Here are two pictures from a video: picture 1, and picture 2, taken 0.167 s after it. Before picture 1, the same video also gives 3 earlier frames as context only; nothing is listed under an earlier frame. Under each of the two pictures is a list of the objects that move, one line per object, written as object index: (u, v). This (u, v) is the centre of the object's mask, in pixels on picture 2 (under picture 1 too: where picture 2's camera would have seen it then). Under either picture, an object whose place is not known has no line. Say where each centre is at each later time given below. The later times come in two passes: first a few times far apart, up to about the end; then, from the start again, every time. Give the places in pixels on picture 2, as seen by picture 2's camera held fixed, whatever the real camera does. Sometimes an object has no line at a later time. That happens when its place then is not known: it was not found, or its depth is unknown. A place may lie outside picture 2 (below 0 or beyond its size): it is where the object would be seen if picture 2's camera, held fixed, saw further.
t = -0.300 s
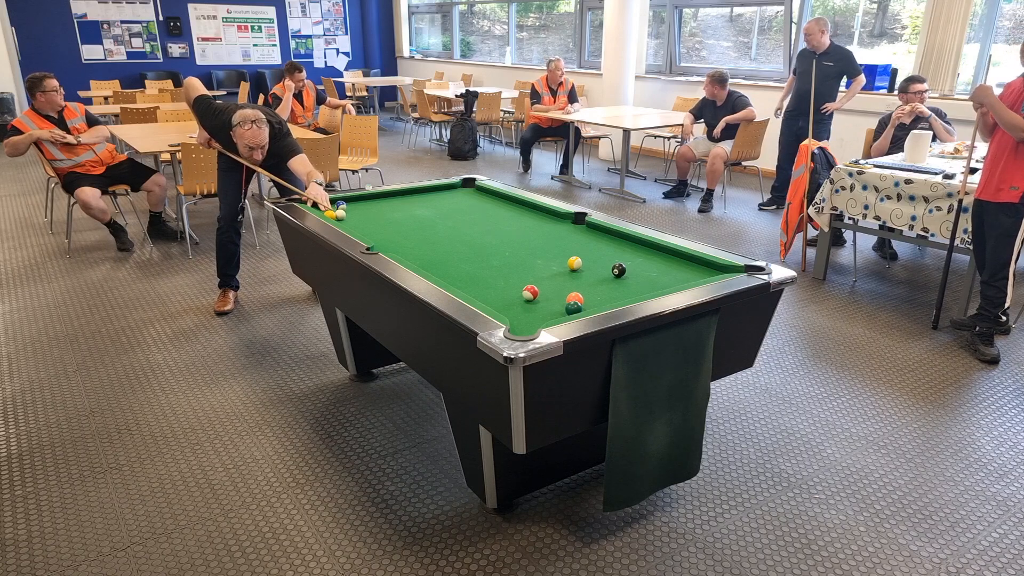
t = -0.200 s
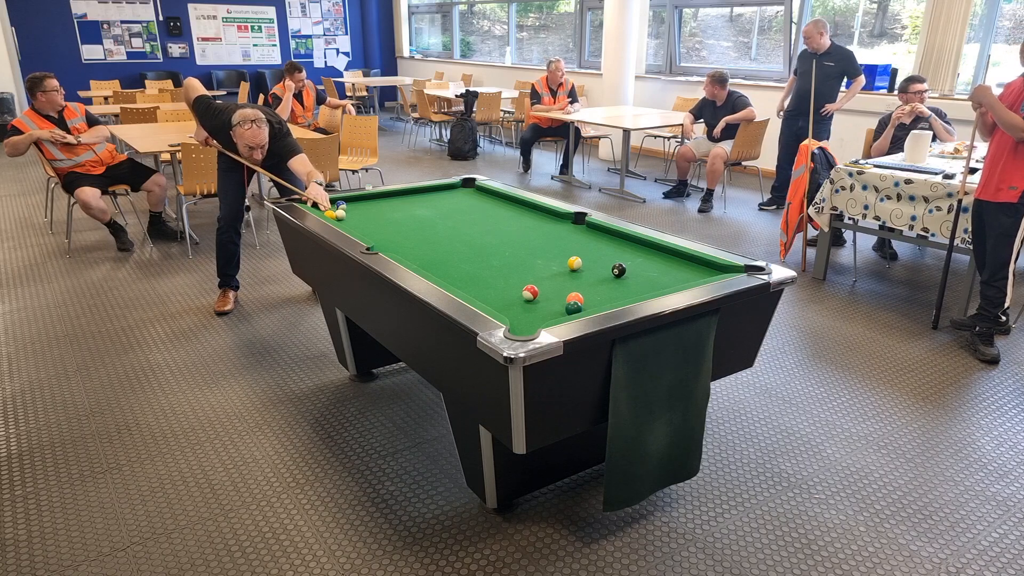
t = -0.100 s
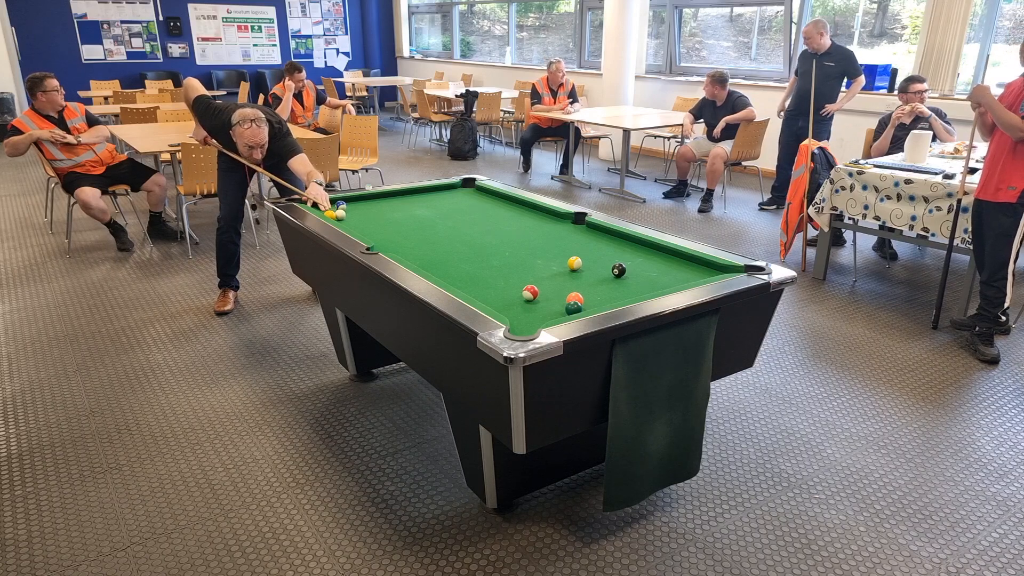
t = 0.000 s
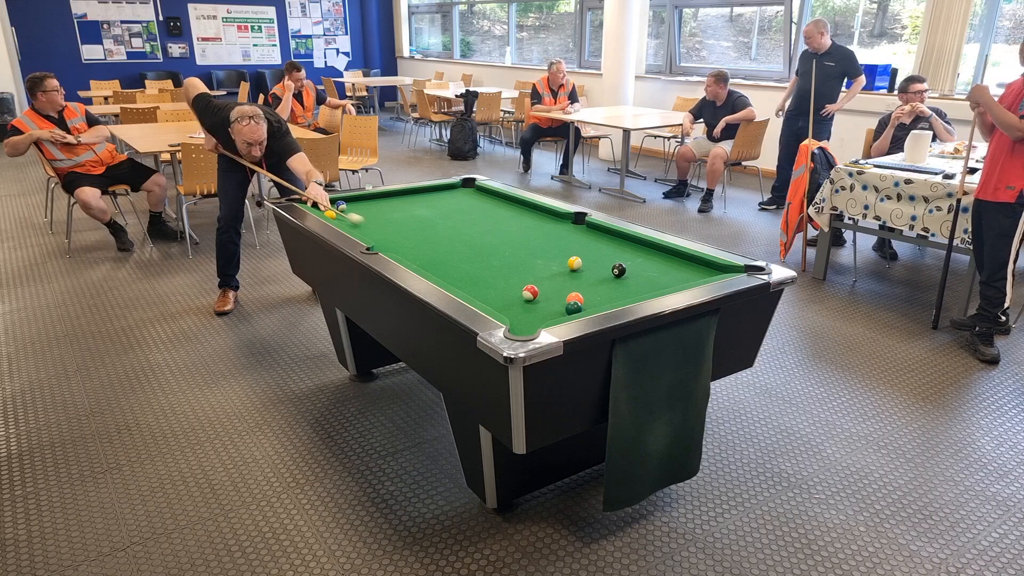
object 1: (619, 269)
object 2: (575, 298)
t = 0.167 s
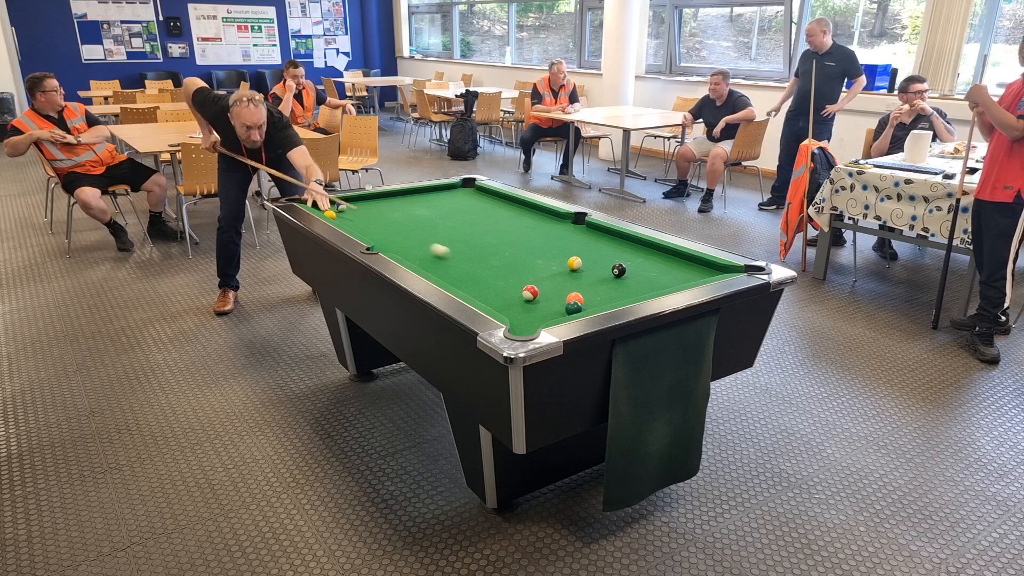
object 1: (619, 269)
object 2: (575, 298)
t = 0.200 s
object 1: (619, 269)
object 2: (575, 298)
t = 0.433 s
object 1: (619, 269)
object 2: (596, 302)
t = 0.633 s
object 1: (619, 269)
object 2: (597, 289)
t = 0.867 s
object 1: (619, 269)
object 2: (604, 277)
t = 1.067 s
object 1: (624, 268)
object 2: (603, 269)
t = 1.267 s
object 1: (634, 266)
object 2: (596, 264)
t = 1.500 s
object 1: (644, 264)
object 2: (588, 258)
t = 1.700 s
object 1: (652, 263)
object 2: (582, 253)
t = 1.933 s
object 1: (661, 261)
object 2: (576, 248)
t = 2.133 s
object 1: (666, 260)
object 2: (571, 245)
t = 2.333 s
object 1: (672, 259)
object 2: (567, 242)
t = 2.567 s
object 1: (676, 258)
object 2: (563, 238)
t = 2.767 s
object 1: (679, 258)
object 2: (560, 236)
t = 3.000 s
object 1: (682, 257)
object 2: (557, 234)
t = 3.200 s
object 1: (683, 257)
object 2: (555, 232)
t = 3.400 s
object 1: (684, 257)
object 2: (553, 230)
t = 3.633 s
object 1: (684, 257)
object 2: (552, 229)
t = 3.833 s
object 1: (684, 257)
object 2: (550, 228)
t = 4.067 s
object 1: (684, 257)
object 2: (549, 227)
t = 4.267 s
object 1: (684, 257)
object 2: (549, 226)
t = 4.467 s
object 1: (684, 257)
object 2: (548, 226)
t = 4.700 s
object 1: (684, 257)
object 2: (548, 226)
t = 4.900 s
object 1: (684, 257)
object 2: (548, 226)
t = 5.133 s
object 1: (684, 257)
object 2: (548, 226)
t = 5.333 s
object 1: (684, 257)
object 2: (548, 226)
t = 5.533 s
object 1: (684, 257)
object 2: (548, 226)
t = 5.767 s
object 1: (684, 257)
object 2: (548, 226)
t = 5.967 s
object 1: (684, 257)
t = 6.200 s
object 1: (684, 257)
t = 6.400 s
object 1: (684, 257)
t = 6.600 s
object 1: (684, 257)
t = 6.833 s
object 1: (684, 257)
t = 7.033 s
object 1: (684, 257)
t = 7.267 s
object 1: (684, 257)
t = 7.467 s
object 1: (684, 257)
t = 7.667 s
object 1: (684, 257)
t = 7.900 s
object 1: (684, 257)
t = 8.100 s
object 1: (684, 257)
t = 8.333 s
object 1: (684, 257)
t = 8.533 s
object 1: (684, 257)
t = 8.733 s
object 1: (684, 257)
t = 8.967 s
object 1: (684, 257)
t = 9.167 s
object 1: (684, 257)
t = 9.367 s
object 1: (684, 257)
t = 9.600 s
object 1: (684, 257)
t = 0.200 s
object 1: (619, 269)
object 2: (575, 298)
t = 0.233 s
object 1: (619, 269)
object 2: (575, 298)
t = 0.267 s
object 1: (619, 269)
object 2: (575, 298)
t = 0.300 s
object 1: (619, 269)
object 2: (575, 298)
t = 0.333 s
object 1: (619, 269)
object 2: (575, 298)
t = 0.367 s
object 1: (619, 269)
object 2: (575, 298)
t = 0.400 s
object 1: (619, 269)
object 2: (588, 303)
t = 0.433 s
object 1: (619, 269)
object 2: (596, 302)
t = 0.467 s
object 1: (619, 269)
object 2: (590, 299)
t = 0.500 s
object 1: (619, 269)
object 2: (590, 296)
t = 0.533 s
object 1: (619, 269)
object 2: (593, 295)
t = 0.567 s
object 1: (619, 269)
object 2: (594, 293)
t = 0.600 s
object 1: (619, 269)
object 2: (595, 291)
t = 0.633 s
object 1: (619, 269)
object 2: (597, 289)
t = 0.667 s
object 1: (619, 269)
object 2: (598, 288)
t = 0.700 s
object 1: (619, 269)
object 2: (599, 286)
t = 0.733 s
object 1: (619, 269)
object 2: (600, 284)
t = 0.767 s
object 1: (619, 269)
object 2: (601, 282)
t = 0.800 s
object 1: (619, 269)
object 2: (602, 281)
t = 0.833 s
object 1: (619, 269)
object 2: (603, 279)
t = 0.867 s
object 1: (619, 269)
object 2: (604, 277)
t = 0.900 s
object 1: (619, 269)
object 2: (605, 276)
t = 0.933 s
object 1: (619, 269)
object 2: (606, 274)
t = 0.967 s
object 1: (619, 269)
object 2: (607, 273)
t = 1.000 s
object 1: (620, 269)
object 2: (606, 271)
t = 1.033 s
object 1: (622, 269)
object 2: (604, 270)
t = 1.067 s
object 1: (624, 268)
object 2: (603, 269)
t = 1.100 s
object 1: (626, 268)
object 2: (602, 268)
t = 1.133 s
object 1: (627, 268)
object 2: (601, 267)
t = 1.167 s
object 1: (629, 267)
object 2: (599, 266)
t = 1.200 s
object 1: (631, 267)
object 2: (598, 265)
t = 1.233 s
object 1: (632, 267)
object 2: (597, 265)
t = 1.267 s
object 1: (634, 266)
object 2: (596, 264)
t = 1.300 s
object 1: (636, 266)
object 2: (595, 263)
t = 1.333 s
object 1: (637, 266)
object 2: (593, 262)
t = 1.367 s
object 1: (639, 265)
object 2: (592, 261)
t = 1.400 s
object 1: (640, 265)
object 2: (591, 260)
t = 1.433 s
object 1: (642, 265)
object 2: (590, 259)
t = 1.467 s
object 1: (643, 265)
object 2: (589, 258)
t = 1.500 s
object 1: (644, 264)
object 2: (588, 258)
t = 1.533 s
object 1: (646, 264)
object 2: (587, 257)
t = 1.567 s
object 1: (647, 264)
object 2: (586, 256)
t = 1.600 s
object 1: (649, 263)
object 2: (585, 255)
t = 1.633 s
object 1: (650, 263)
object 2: (584, 254)
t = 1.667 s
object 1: (651, 263)
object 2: (583, 253)
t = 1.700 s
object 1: (652, 263)
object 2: (582, 253)
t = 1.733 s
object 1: (653, 263)
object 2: (581, 252)
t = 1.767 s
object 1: (655, 262)
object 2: (580, 251)
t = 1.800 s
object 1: (656, 262)
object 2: (579, 251)
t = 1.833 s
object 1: (657, 262)
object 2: (578, 250)
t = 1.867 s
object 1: (658, 262)
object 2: (577, 250)
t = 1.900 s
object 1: (659, 262)
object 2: (577, 249)
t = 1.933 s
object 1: (661, 261)
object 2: (576, 248)
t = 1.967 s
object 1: (661, 261)
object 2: (575, 248)
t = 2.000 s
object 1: (662, 261)
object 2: (574, 247)
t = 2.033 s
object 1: (664, 261)
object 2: (573, 247)
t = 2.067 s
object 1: (665, 260)
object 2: (573, 246)
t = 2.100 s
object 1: (666, 260)
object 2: (572, 246)
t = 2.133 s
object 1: (666, 260)
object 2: (571, 245)
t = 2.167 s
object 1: (667, 260)
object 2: (570, 244)
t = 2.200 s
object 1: (668, 260)
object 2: (570, 244)
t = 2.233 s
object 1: (669, 260)
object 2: (569, 243)
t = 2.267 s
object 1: (670, 259)
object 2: (568, 243)
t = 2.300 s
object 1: (671, 259)
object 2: (567, 242)
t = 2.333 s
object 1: (672, 259)
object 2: (567, 242)
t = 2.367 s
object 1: (672, 259)
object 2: (566, 241)
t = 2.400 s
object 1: (673, 259)
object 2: (566, 241)
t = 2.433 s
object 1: (673, 259)
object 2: (565, 240)
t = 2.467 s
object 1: (674, 259)
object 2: (564, 240)
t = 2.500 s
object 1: (675, 258)
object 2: (564, 239)
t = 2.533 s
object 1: (675, 258)
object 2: (563, 239)
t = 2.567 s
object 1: (676, 258)
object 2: (563, 238)
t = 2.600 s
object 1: (677, 258)
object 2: (562, 238)
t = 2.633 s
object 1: (677, 258)
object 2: (562, 238)
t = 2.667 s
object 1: (678, 258)
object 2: (561, 237)
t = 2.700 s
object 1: (678, 258)
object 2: (561, 237)
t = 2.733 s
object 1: (679, 258)
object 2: (560, 236)
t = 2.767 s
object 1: (679, 258)
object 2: (560, 236)
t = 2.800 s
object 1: (680, 258)
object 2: (559, 236)
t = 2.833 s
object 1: (680, 257)
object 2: (559, 235)
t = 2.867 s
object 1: (680, 257)
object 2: (558, 235)
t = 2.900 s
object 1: (681, 257)
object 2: (558, 234)
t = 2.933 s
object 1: (681, 257)
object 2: (558, 234)
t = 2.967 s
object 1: (681, 257)
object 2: (557, 234)
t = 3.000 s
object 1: (682, 257)
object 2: (557, 234)
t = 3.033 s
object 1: (682, 257)
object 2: (556, 233)
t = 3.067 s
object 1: (682, 257)
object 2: (556, 233)
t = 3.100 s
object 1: (683, 257)
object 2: (556, 233)
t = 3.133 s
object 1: (683, 257)
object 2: (555, 232)
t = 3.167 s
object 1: (683, 257)
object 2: (555, 232)
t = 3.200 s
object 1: (683, 257)
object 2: (555, 232)
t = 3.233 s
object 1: (684, 257)
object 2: (554, 231)
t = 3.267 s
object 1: (684, 257)
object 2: (554, 231)
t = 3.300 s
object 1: (684, 257)
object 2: (554, 231)
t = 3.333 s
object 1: (684, 257)
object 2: (554, 231)
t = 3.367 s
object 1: (684, 257)
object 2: (553, 230)
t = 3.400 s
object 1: (684, 257)
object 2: (553, 230)
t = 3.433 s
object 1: (684, 257)
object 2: (553, 230)
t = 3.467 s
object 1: (684, 257)
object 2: (553, 230)
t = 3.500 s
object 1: (684, 257)
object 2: (552, 229)
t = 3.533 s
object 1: (684, 257)
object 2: (552, 229)
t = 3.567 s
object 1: (684, 257)
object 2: (552, 229)
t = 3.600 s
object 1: (684, 257)
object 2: (552, 229)
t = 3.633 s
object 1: (684, 257)
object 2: (552, 229)
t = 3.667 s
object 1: (684, 257)
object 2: (551, 228)
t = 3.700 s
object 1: (684, 257)
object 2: (551, 228)
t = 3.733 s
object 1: (684, 257)
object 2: (551, 228)
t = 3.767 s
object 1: (684, 257)
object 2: (551, 228)
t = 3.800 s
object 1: (684, 257)
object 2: (551, 228)
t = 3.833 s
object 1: (684, 257)
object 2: (550, 228)
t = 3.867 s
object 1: (684, 257)
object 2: (550, 227)
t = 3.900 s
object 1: (684, 257)
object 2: (550, 227)
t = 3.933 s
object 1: (684, 257)
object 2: (550, 227)
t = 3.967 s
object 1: (684, 257)
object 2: (550, 227)
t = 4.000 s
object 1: (684, 257)
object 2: (550, 227)
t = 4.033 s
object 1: (684, 257)
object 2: (549, 227)
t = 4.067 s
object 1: (684, 257)
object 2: (549, 227)
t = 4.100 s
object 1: (684, 257)
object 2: (549, 227)
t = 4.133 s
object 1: (684, 257)
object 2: (549, 227)
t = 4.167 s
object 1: (684, 257)
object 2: (549, 227)
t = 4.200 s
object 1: (684, 257)
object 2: (549, 226)
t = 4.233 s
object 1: (684, 257)
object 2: (549, 226)
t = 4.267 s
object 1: (684, 257)
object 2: (549, 226)
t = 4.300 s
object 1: (684, 257)
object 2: (549, 226)
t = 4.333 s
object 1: (684, 257)
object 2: (548, 226)
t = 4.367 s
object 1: (684, 257)
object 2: (548, 226)
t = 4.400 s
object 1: (684, 257)
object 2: (548, 226)
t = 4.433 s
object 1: (684, 257)
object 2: (548, 226)
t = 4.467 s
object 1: (684, 257)
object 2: (548, 226)
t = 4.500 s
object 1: (684, 257)
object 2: (548, 226)
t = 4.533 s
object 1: (684, 257)
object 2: (548, 226)
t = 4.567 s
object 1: (684, 257)
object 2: (548, 226)
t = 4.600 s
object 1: (684, 257)
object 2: (548, 226)
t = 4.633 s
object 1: (684, 257)
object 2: (548, 226)
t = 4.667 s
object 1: (684, 257)
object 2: (548, 226)
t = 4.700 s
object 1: (684, 257)
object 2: (548, 226)
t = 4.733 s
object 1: (684, 257)
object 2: (548, 226)
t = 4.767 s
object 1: (684, 257)
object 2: (548, 226)
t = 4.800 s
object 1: (684, 257)
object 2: (548, 226)
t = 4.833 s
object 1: (684, 257)
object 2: (548, 226)
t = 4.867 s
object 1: (684, 257)
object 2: (548, 226)
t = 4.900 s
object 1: (684, 257)
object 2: (548, 226)
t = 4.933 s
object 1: (684, 257)
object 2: (548, 226)
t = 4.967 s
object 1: (684, 257)
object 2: (548, 226)
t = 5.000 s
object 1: (684, 257)
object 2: (548, 226)
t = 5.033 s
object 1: (684, 257)
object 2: (548, 226)
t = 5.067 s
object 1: (684, 257)
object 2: (548, 226)
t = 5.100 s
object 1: (684, 257)
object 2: (548, 226)
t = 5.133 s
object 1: (684, 257)
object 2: (548, 226)
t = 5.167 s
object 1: (684, 257)
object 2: (548, 226)
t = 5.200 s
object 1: (684, 257)
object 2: (548, 226)
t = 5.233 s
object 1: (684, 257)
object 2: (548, 226)
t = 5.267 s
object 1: (684, 257)
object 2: (548, 226)
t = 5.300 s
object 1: (684, 257)
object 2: (548, 226)
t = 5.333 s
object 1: (684, 257)
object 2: (548, 226)
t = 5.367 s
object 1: (684, 257)
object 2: (548, 226)
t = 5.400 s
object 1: (684, 257)
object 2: (548, 226)
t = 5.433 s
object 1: (684, 257)
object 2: (548, 226)
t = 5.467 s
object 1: (684, 257)
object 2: (548, 226)
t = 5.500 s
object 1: (684, 257)
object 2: (548, 226)
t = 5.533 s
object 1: (684, 257)
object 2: (548, 226)
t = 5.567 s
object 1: (684, 257)
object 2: (548, 226)
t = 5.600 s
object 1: (684, 257)
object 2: (548, 226)
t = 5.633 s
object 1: (684, 257)
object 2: (548, 226)
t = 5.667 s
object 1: (684, 257)
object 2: (548, 226)
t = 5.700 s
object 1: (684, 257)
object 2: (548, 226)
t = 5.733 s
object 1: (684, 257)
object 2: (548, 226)
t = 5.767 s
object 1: (684, 257)
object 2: (548, 226)
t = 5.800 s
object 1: (684, 257)
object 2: (548, 226)
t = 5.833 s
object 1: (684, 257)
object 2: (548, 226)
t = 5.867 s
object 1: (684, 257)
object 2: (548, 226)
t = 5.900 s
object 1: (684, 257)
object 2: (548, 226)
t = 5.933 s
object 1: (684, 257)
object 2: (548, 226)
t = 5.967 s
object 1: (684, 257)
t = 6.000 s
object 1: (684, 257)
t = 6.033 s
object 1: (684, 257)
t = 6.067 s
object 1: (684, 257)
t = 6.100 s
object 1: (684, 257)
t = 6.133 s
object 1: (684, 257)
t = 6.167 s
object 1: (684, 257)
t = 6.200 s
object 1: (684, 257)
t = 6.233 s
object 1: (684, 257)
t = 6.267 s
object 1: (684, 257)
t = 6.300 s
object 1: (684, 257)
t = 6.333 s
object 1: (684, 257)
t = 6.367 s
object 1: (684, 257)
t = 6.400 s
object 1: (684, 257)
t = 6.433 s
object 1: (684, 257)
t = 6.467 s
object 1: (684, 257)
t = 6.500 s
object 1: (684, 257)
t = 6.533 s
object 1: (684, 257)
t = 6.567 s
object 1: (684, 257)
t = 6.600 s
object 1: (684, 257)
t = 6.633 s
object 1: (684, 257)
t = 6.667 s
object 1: (684, 257)
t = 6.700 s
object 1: (684, 257)
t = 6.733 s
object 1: (684, 257)
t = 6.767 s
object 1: (684, 257)
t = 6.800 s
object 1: (684, 257)
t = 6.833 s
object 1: (684, 257)
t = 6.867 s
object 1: (684, 257)
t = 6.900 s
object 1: (684, 257)
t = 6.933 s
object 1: (684, 257)
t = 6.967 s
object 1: (684, 257)
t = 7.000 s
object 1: (684, 257)
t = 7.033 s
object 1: (684, 257)
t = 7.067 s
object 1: (684, 257)
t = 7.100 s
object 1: (684, 257)
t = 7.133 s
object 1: (684, 257)
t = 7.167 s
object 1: (684, 257)
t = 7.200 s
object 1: (684, 257)
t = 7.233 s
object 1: (684, 257)
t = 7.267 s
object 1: (684, 257)
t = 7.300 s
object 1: (684, 257)
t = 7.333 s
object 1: (684, 257)
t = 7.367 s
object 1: (684, 257)
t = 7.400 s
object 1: (684, 257)
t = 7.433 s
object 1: (684, 257)
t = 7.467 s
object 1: (684, 257)
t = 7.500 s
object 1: (684, 257)
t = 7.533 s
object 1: (684, 257)
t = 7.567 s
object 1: (684, 257)
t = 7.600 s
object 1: (684, 257)
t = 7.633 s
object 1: (684, 257)
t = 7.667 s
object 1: (684, 257)
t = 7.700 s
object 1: (684, 257)
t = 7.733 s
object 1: (684, 257)
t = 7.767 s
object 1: (684, 257)
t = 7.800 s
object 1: (684, 257)
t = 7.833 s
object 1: (684, 257)
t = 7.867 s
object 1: (684, 257)
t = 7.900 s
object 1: (684, 257)
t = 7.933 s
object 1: (684, 257)
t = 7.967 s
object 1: (684, 257)
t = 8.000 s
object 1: (684, 257)
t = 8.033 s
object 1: (684, 257)
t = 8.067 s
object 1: (684, 257)
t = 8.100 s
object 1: (684, 257)
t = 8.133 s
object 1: (684, 257)
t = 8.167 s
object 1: (684, 257)
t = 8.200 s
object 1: (684, 257)
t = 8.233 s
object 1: (684, 257)
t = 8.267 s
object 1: (684, 257)
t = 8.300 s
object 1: (684, 257)
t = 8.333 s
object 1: (684, 257)
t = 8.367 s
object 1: (684, 257)
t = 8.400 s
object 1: (684, 257)
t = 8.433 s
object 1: (684, 257)
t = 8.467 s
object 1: (684, 257)
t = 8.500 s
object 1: (684, 257)
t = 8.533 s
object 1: (684, 257)
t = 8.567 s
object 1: (684, 257)
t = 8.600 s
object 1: (684, 257)
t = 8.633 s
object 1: (684, 257)
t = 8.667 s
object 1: (684, 257)
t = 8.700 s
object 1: (684, 257)
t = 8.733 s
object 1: (684, 257)
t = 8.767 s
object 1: (684, 257)
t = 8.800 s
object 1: (684, 257)
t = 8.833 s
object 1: (684, 257)
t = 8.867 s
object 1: (684, 257)
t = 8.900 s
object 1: (684, 257)
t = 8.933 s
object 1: (684, 257)
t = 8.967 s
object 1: (684, 257)
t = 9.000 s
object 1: (684, 257)
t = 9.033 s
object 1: (684, 257)
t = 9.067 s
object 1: (684, 257)
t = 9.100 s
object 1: (684, 257)
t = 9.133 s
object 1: (684, 257)
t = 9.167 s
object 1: (684, 257)
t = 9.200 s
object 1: (684, 257)
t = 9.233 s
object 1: (684, 257)
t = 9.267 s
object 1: (684, 257)
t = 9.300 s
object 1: (684, 257)
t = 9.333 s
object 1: (684, 257)
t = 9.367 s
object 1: (684, 257)
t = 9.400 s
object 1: (684, 257)
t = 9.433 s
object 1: (684, 257)
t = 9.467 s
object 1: (684, 257)
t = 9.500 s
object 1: (684, 257)
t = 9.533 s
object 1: (684, 257)
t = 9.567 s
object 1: (684, 257)
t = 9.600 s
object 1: (684, 257)
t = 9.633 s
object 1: (684, 257)
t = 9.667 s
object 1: (684, 257)
